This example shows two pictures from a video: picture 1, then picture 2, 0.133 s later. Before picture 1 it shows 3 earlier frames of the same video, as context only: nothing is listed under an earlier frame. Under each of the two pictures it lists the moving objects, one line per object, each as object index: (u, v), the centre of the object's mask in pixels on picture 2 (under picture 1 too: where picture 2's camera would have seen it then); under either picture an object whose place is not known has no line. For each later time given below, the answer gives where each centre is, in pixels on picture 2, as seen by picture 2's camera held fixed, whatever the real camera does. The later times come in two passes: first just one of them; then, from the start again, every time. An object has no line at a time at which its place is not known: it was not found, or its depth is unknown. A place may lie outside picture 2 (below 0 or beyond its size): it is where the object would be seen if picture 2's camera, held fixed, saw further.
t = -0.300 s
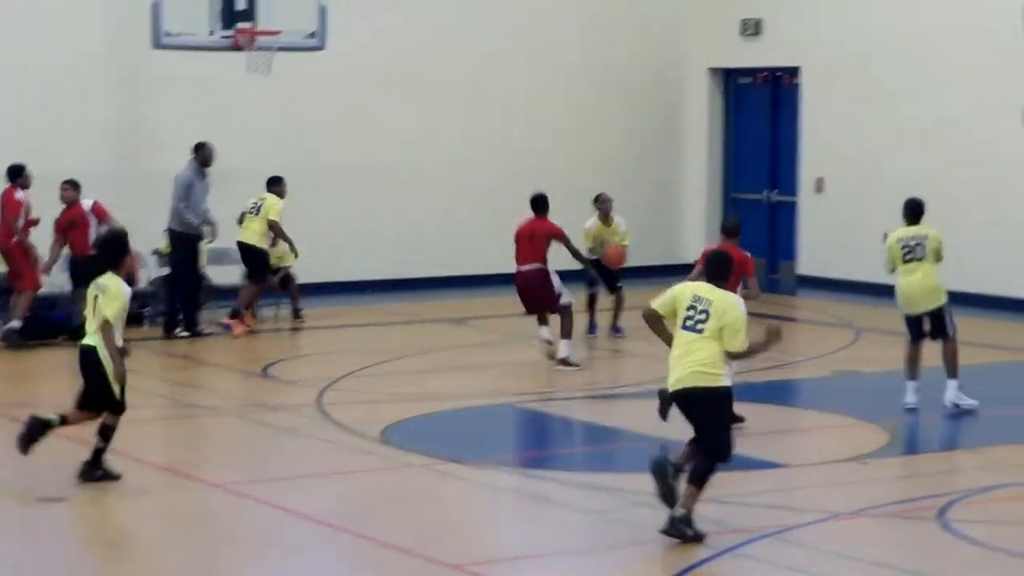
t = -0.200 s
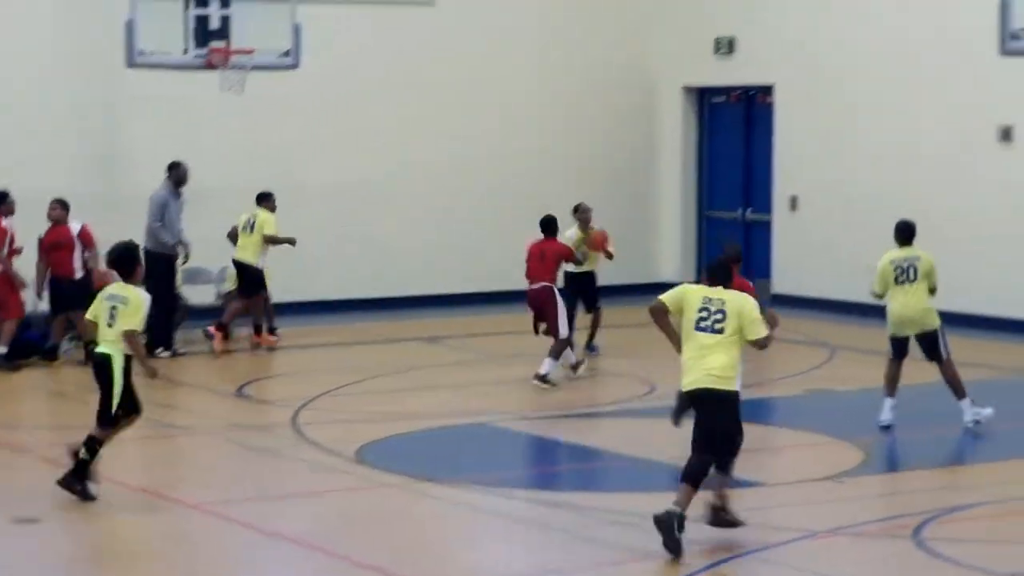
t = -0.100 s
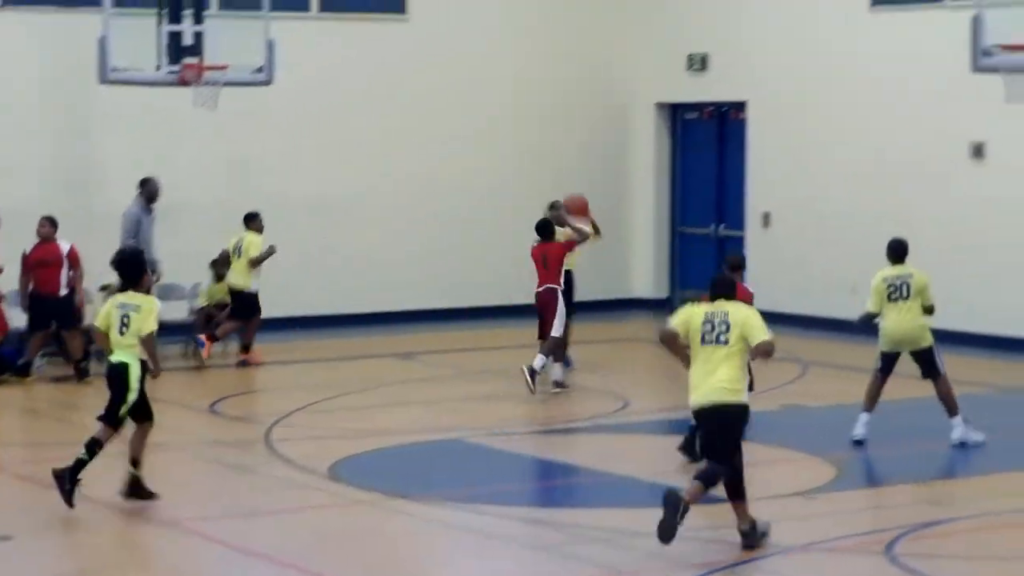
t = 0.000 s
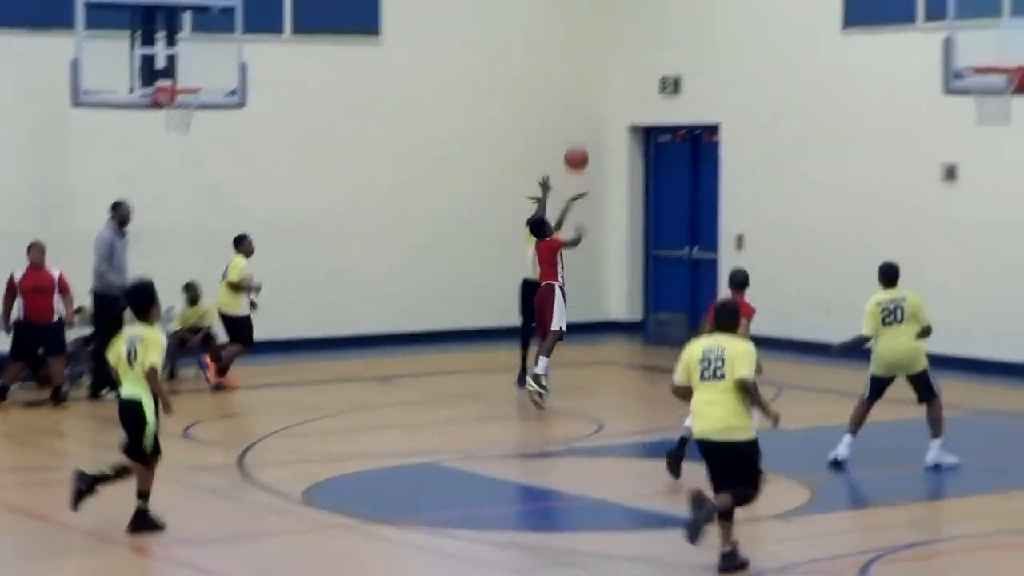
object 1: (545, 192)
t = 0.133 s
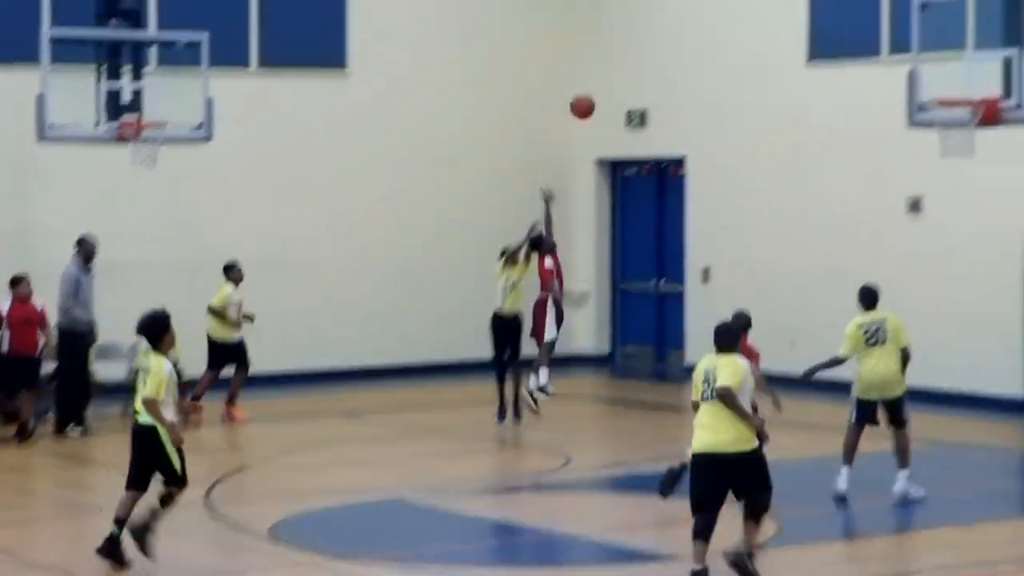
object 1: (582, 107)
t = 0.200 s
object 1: (601, 70)
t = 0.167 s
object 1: (592, 88)
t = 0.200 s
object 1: (601, 70)
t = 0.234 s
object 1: (610, 53)
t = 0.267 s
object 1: (619, 37)
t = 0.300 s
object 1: (627, 23)
